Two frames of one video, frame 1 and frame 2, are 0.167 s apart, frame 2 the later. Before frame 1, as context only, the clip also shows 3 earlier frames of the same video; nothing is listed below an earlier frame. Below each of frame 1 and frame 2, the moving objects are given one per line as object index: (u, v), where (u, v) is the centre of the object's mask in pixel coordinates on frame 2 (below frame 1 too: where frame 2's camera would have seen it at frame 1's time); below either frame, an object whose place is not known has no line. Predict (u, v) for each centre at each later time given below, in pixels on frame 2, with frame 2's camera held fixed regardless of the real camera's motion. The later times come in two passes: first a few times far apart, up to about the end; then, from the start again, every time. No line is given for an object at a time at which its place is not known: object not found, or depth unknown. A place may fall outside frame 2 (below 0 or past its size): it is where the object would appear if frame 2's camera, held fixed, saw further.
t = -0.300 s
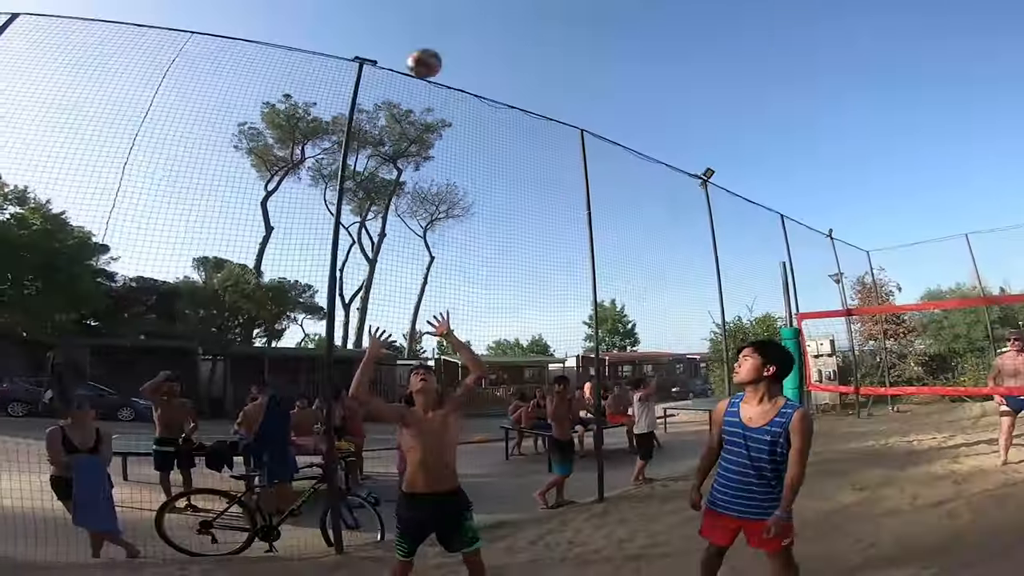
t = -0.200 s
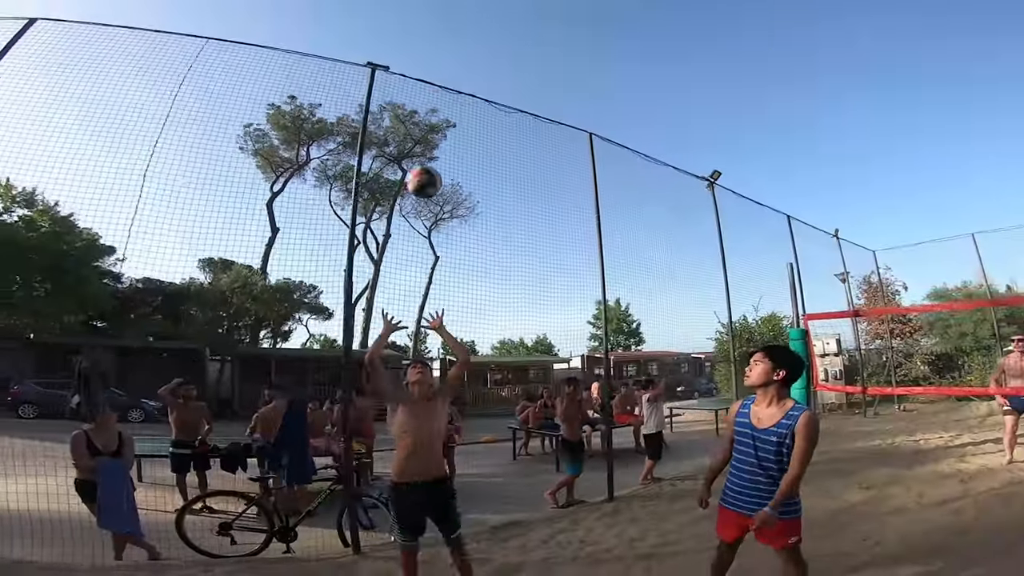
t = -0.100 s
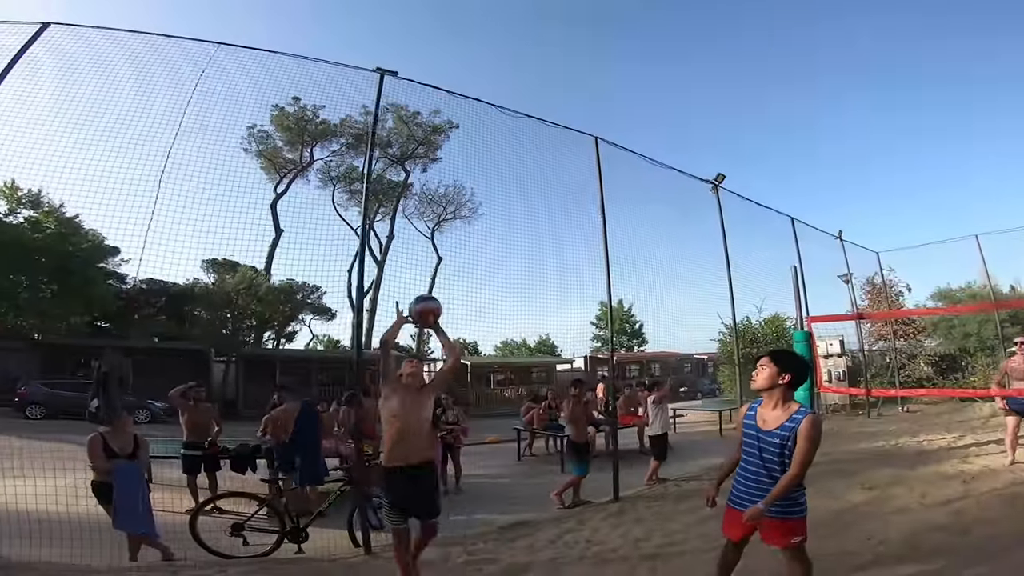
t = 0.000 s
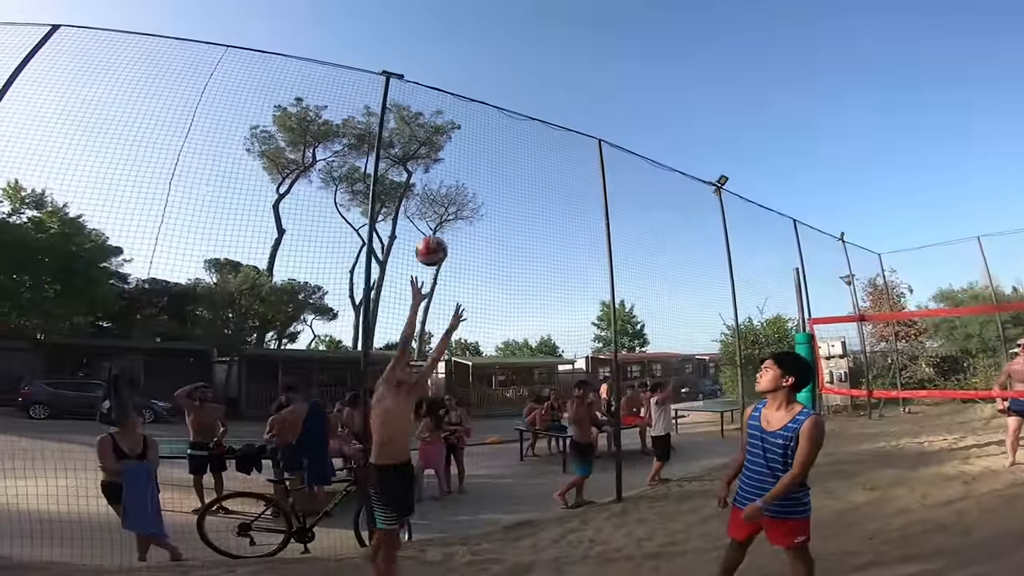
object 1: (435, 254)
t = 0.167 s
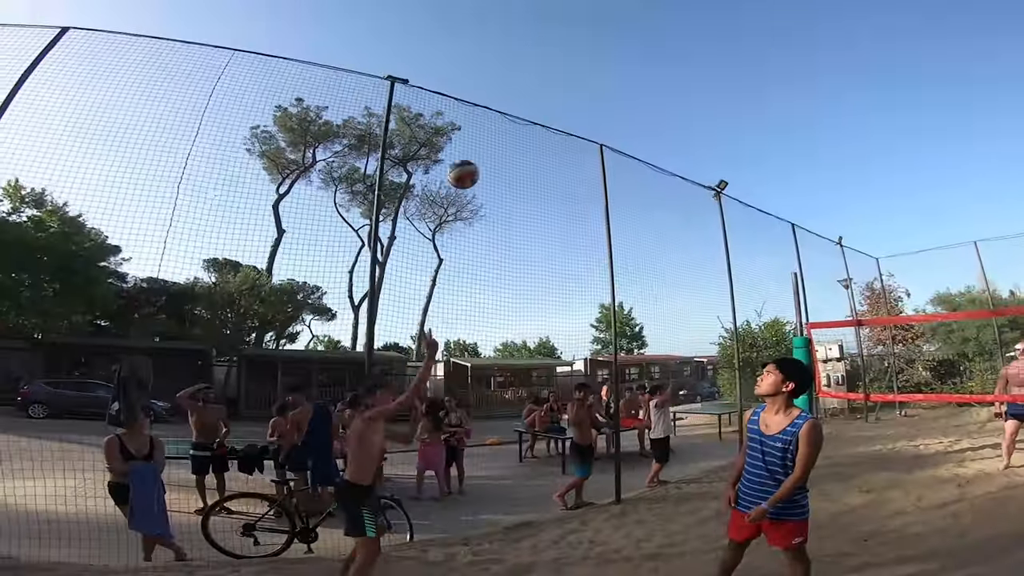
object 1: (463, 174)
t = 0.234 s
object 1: (473, 152)
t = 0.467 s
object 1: (510, 114)
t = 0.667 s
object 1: (546, 128)
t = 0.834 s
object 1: (593, 198)
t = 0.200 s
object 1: (468, 162)
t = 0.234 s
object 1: (473, 152)
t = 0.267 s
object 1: (478, 143)
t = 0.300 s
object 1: (484, 135)
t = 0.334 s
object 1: (489, 130)
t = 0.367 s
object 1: (494, 125)
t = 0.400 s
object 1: (499, 120)
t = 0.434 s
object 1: (505, 117)
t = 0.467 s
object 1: (510, 114)
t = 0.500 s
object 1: (515, 112)
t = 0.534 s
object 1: (520, 112)
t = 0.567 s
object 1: (526, 113)
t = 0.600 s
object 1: (532, 116)
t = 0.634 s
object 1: (539, 122)
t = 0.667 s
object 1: (546, 128)
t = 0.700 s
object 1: (553, 136)
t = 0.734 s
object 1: (562, 147)
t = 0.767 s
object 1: (571, 160)
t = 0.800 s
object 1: (581, 177)
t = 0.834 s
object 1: (593, 198)
